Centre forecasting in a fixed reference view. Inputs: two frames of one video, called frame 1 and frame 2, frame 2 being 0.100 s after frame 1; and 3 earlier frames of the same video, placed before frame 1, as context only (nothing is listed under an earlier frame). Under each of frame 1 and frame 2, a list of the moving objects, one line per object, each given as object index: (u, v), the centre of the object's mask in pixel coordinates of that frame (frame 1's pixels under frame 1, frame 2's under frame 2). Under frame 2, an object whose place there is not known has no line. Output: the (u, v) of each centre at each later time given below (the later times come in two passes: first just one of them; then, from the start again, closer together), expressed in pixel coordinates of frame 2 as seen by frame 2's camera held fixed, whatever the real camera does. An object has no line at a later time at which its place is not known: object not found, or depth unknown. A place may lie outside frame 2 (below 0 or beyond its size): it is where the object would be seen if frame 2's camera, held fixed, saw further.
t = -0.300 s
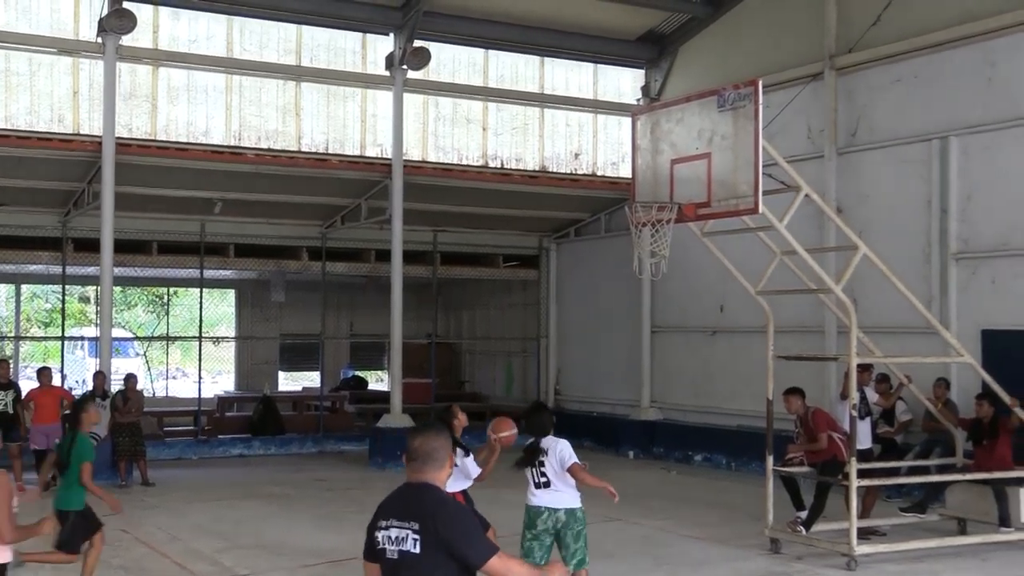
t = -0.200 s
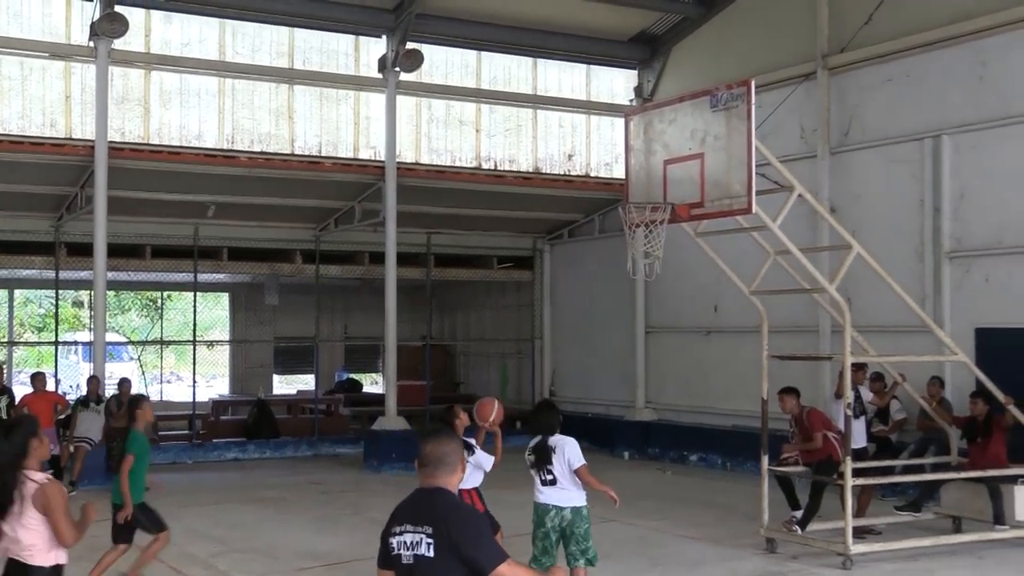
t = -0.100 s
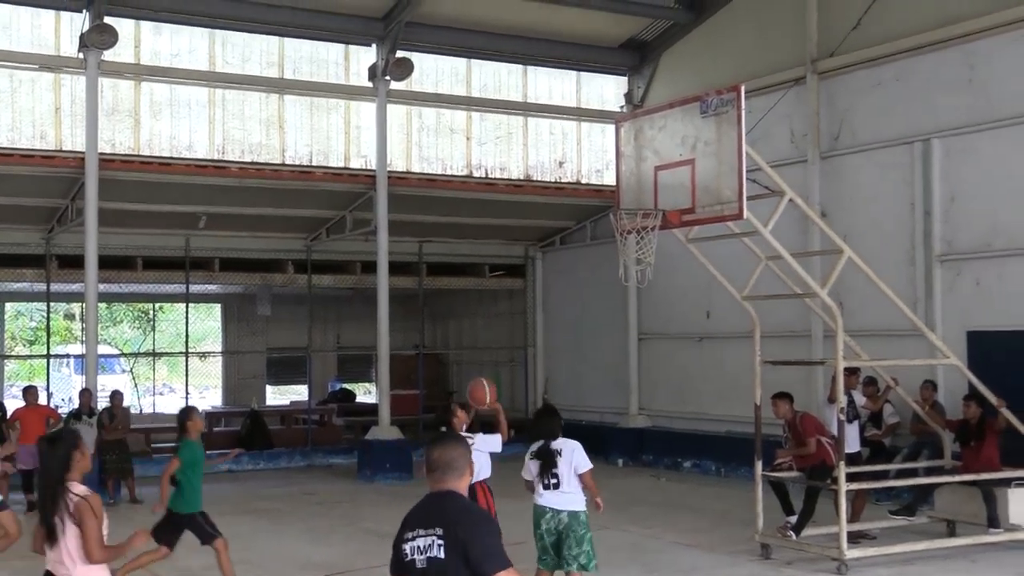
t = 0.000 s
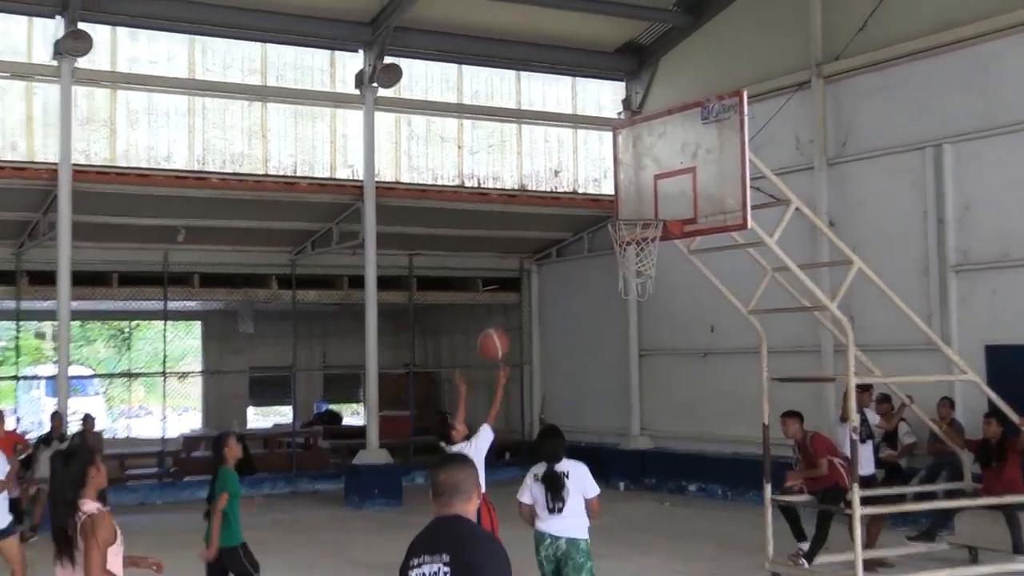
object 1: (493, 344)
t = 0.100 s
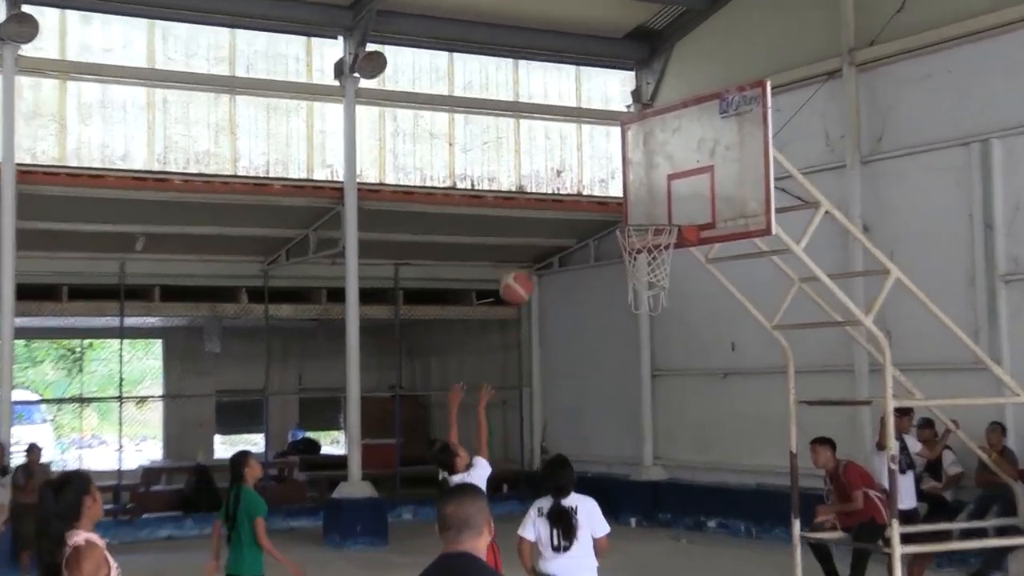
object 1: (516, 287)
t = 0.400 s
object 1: (595, 154)
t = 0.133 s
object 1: (526, 266)
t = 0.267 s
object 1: (561, 196)
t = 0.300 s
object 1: (569, 183)
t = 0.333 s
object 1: (578, 172)
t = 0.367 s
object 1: (586, 162)
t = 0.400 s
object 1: (595, 154)
